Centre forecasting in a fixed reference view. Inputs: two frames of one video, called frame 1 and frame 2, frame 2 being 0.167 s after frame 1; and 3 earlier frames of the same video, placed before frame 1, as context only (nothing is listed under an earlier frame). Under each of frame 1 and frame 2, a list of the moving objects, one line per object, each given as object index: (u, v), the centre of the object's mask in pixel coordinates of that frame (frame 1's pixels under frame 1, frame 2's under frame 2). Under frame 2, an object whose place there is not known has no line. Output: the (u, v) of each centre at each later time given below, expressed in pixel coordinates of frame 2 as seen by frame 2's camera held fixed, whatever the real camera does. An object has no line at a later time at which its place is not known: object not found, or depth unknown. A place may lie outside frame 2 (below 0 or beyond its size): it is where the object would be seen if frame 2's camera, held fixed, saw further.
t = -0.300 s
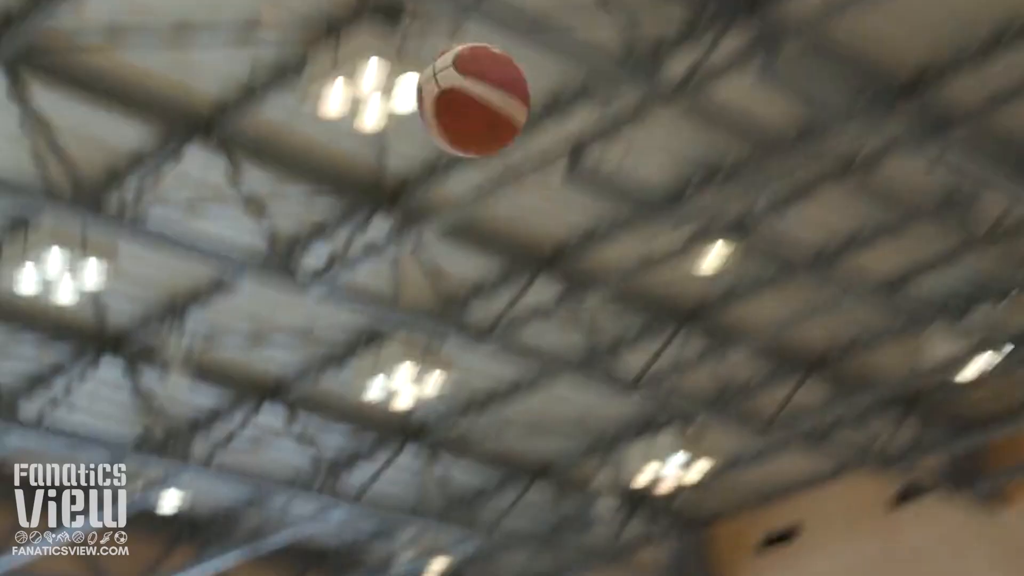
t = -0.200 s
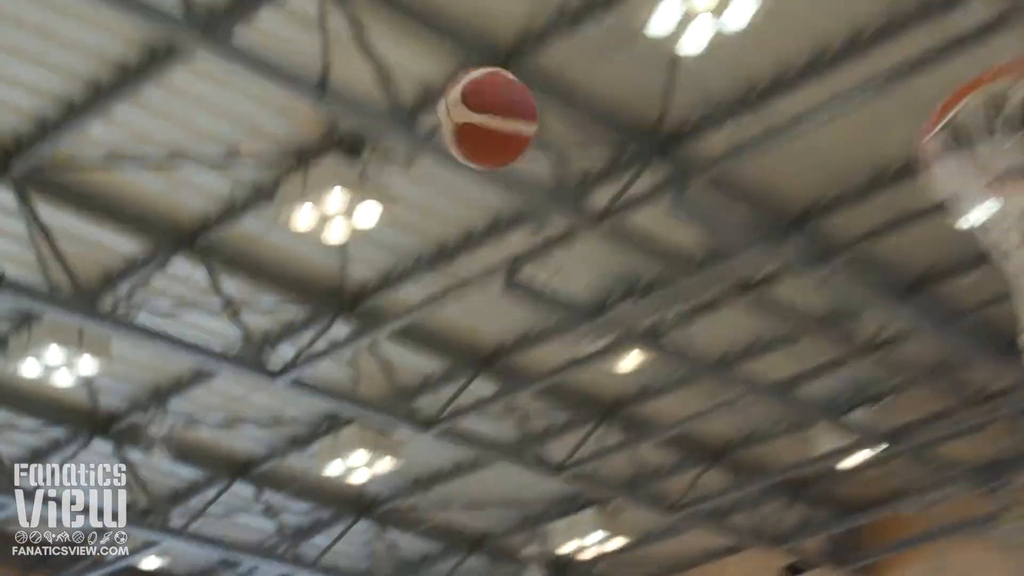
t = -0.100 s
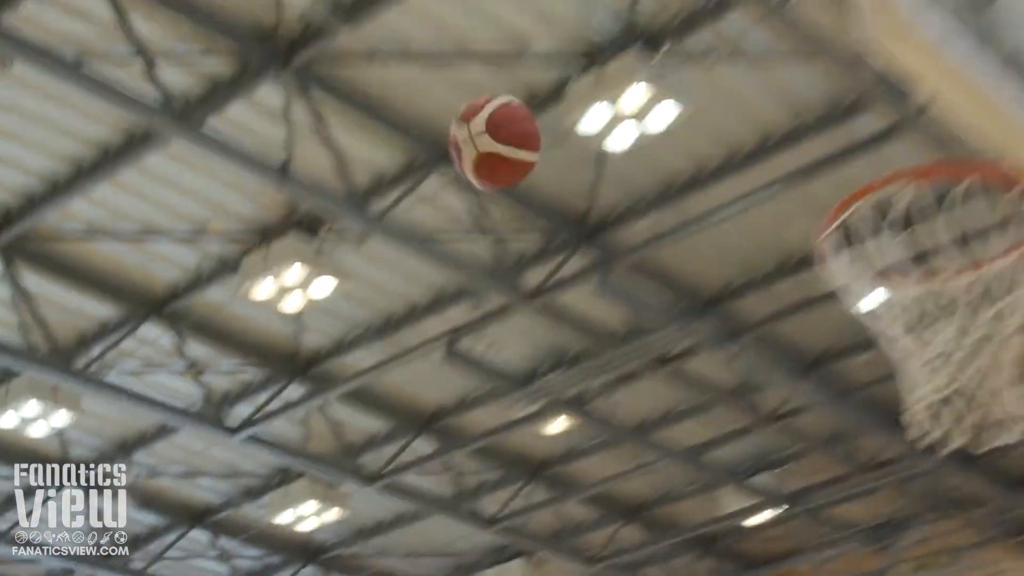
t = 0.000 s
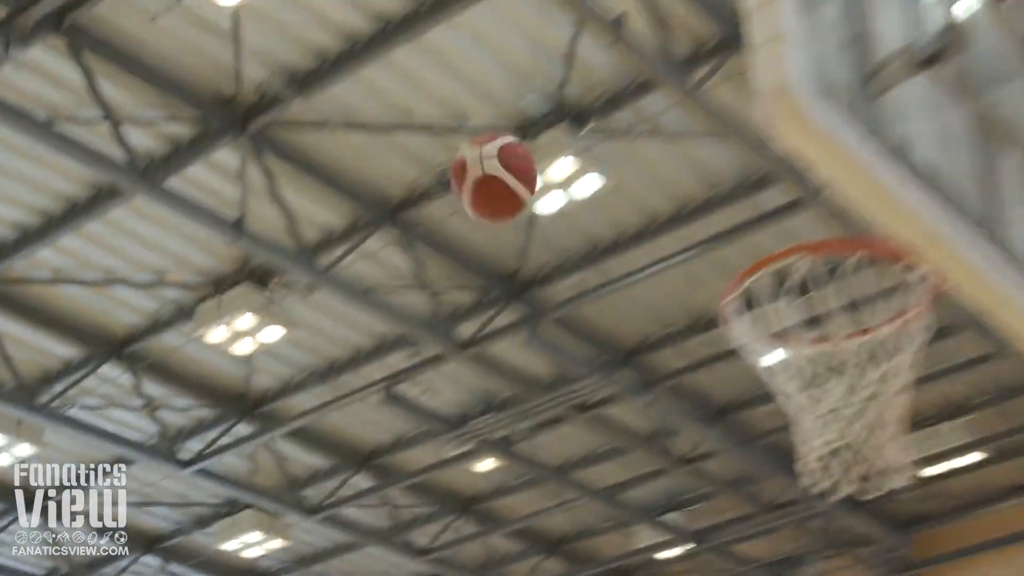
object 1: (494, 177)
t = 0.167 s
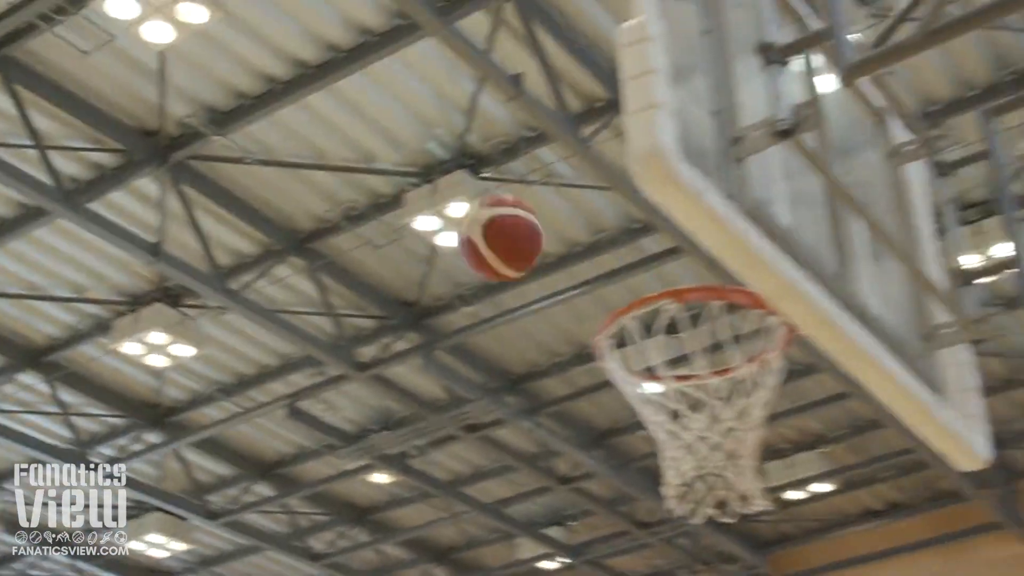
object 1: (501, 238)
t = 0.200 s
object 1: (524, 252)
